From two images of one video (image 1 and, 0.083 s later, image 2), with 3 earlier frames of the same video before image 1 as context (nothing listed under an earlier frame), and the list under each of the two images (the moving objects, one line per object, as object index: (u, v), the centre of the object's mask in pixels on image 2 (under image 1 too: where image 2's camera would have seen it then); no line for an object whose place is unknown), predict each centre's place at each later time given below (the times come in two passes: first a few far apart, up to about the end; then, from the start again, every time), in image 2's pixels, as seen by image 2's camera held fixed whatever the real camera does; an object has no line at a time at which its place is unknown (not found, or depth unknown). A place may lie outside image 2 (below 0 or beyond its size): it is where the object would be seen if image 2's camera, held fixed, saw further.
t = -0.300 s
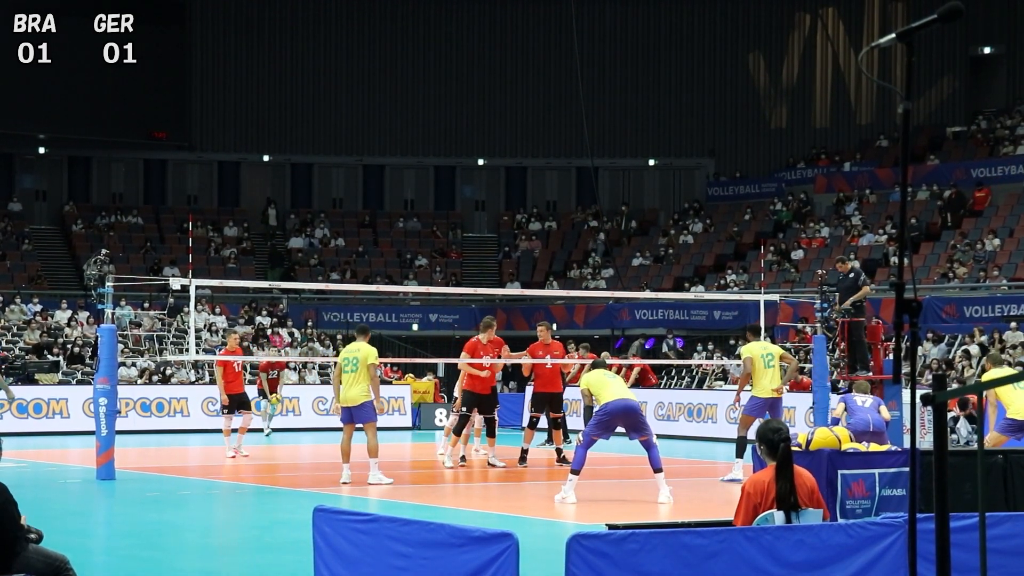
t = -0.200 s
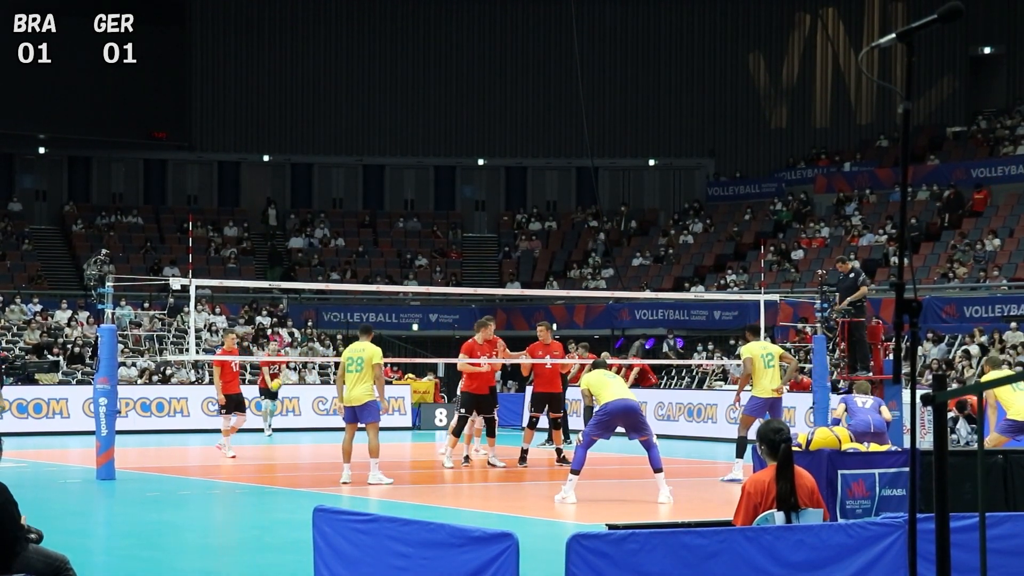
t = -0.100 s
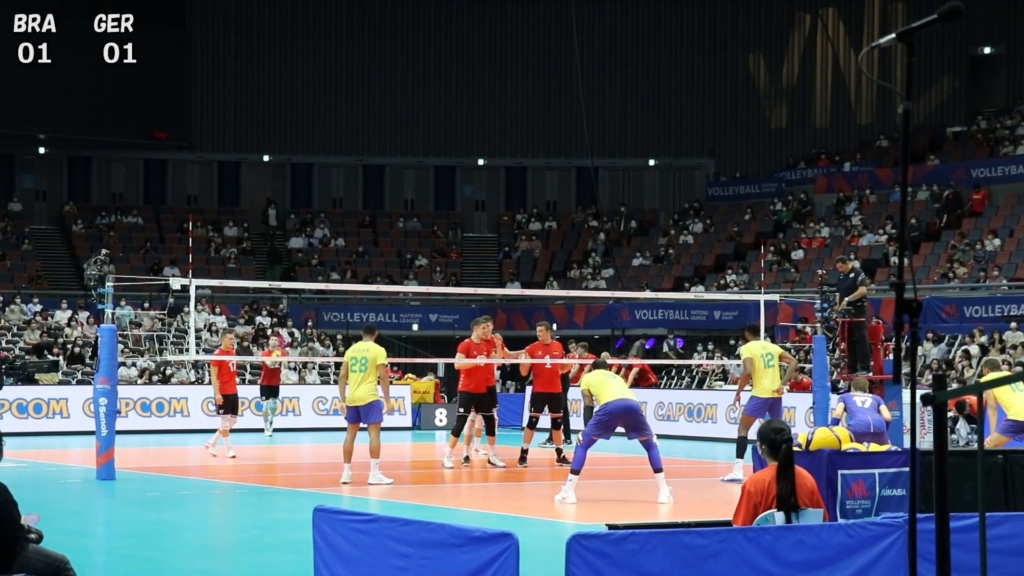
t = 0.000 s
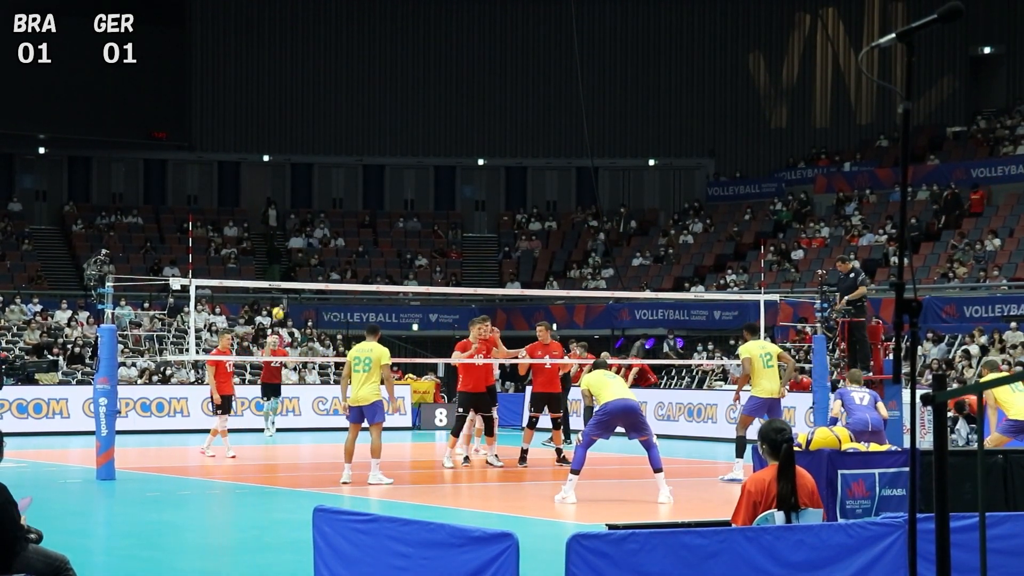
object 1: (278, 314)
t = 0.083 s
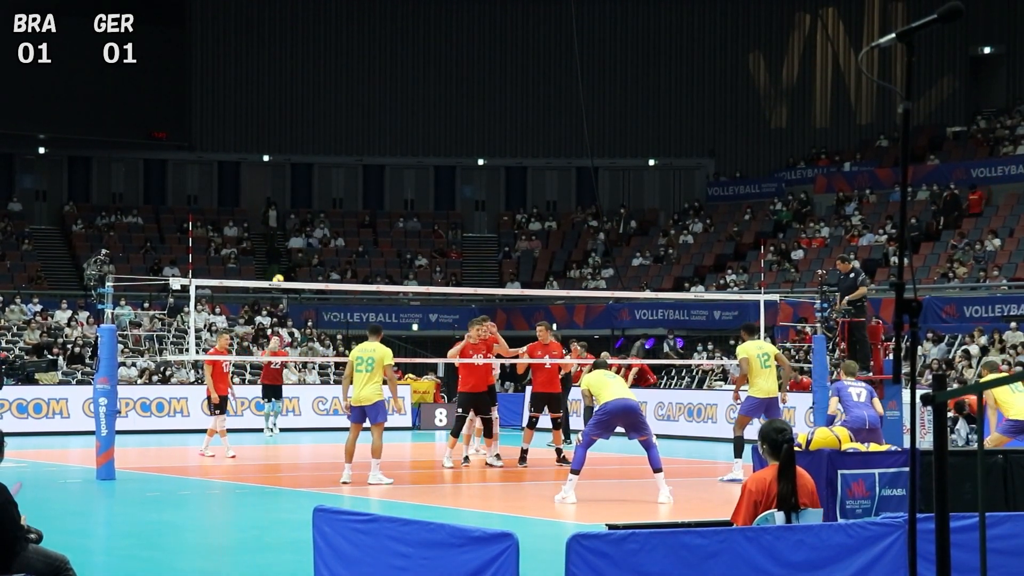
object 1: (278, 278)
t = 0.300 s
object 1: (281, 213)
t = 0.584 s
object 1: (284, 162)
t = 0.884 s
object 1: (288, 155)
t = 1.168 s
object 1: (291, 194)
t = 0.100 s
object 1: (278, 275)
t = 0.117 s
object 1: (278, 269)
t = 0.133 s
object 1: (279, 263)
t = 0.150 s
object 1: (279, 258)
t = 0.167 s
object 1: (279, 252)
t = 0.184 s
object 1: (279, 247)
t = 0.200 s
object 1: (280, 242)
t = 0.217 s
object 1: (280, 236)
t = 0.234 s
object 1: (280, 231)
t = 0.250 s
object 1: (280, 227)
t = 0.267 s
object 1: (280, 222)
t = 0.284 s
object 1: (280, 217)
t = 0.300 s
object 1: (281, 213)
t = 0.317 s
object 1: (281, 209)
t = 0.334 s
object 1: (281, 205)
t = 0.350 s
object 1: (281, 201)
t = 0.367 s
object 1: (282, 197)
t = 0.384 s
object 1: (282, 194)
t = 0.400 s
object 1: (282, 190)
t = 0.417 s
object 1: (282, 187)
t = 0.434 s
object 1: (282, 184)
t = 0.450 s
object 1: (282, 181)
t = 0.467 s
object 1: (283, 178)
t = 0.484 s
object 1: (283, 175)
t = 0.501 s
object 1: (283, 173)
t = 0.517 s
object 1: (284, 170)
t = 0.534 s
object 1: (284, 168)
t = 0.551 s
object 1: (284, 166)
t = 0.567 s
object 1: (284, 164)
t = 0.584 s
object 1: (284, 162)
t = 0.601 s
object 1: (285, 160)
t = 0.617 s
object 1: (285, 158)
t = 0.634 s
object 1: (285, 157)
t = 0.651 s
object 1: (285, 156)
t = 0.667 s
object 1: (286, 155)
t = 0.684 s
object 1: (286, 154)
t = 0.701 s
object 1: (286, 153)
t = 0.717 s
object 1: (286, 153)
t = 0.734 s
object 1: (286, 152)
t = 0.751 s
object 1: (287, 152)
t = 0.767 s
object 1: (287, 152)
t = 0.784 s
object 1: (287, 152)
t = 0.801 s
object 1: (287, 152)
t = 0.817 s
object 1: (288, 152)
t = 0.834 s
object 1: (288, 153)
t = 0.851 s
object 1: (288, 153)
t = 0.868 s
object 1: (288, 154)
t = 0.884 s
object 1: (288, 155)
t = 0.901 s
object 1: (289, 156)
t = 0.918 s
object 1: (289, 157)
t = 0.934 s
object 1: (289, 158)
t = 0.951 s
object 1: (289, 160)
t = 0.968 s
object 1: (289, 161)
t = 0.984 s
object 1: (289, 163)
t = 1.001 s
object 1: (289, 165)
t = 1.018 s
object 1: (290, 168)
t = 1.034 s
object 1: (290, 170)
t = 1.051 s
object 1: (290, 173)
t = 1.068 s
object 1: (290, 175)
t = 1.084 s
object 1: (290, 178)
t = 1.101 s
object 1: (290, 181)
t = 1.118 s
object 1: (291, 184)
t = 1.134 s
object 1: (291, 187)
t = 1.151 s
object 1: (291, 191)
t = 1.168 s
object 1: (291, 194)
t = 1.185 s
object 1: (291, 198)
